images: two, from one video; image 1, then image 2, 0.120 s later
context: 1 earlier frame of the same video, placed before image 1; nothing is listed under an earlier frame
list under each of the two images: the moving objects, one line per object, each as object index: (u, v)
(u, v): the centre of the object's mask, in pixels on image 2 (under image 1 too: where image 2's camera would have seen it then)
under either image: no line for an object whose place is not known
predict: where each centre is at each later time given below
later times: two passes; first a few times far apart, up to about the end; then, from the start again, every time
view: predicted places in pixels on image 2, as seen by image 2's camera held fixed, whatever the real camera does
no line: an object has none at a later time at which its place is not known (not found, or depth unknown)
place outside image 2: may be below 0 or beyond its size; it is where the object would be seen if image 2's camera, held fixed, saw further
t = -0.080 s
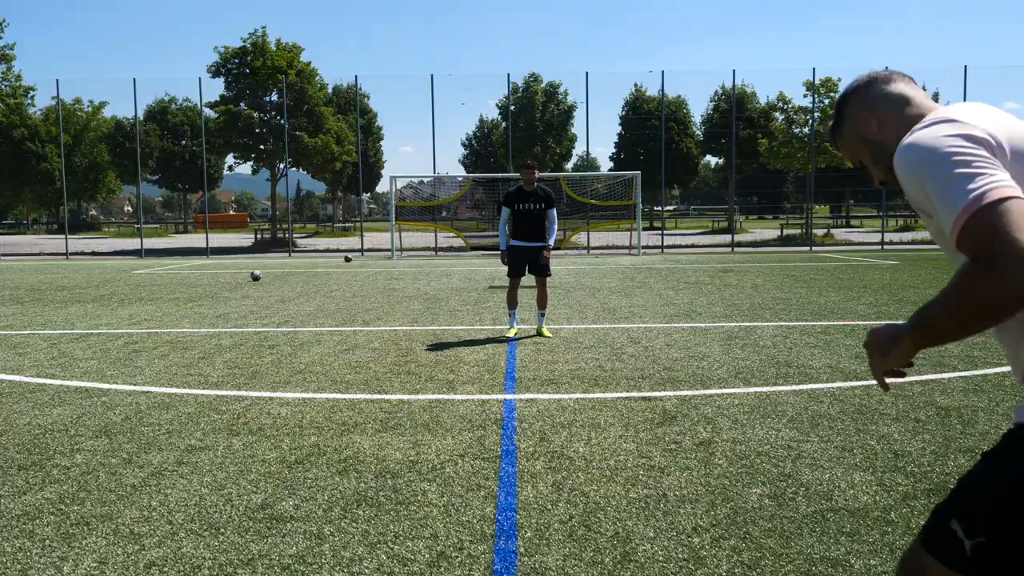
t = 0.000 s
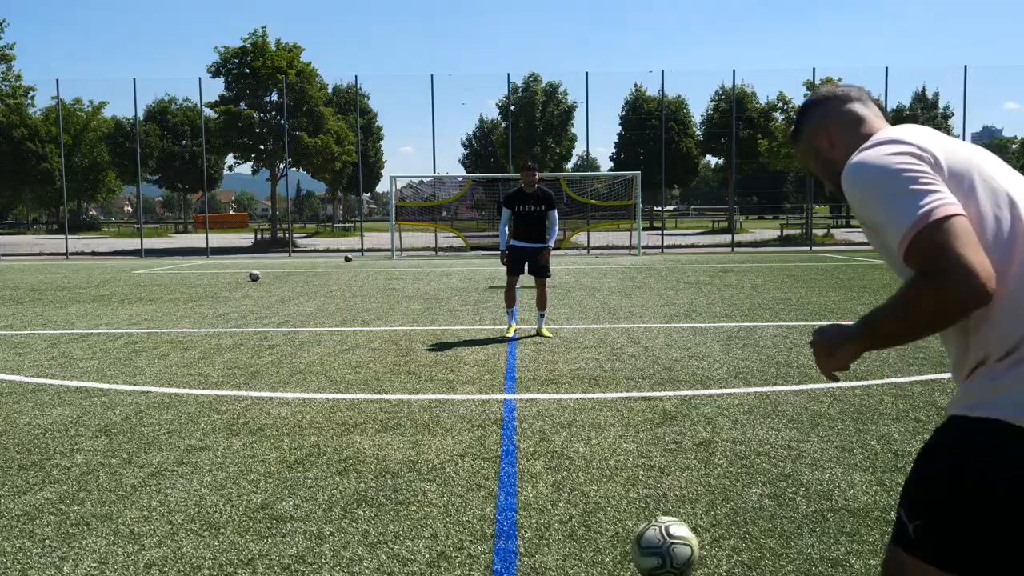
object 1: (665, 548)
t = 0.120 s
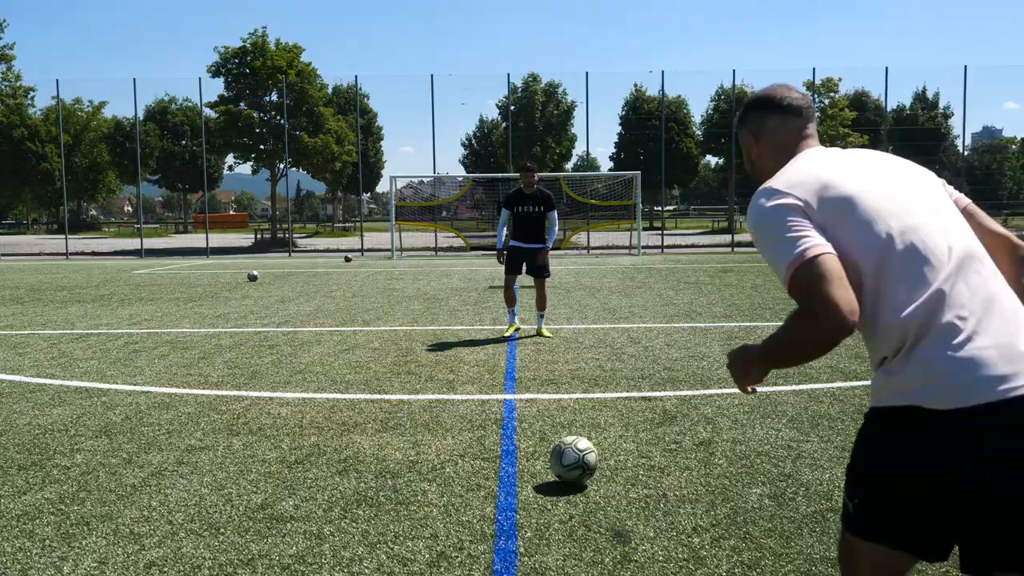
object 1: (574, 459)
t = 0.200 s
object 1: (539, 425)
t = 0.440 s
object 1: (484, 370)
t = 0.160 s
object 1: (555, 442)
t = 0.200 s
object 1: (539, 425)
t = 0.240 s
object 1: (527, 412)
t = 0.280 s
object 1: (515, 401)
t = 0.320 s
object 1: (506, 393)
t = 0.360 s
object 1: (498, 383)
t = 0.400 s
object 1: (490, 377)
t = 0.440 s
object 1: (484, 370)
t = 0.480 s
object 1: (478, 363)
